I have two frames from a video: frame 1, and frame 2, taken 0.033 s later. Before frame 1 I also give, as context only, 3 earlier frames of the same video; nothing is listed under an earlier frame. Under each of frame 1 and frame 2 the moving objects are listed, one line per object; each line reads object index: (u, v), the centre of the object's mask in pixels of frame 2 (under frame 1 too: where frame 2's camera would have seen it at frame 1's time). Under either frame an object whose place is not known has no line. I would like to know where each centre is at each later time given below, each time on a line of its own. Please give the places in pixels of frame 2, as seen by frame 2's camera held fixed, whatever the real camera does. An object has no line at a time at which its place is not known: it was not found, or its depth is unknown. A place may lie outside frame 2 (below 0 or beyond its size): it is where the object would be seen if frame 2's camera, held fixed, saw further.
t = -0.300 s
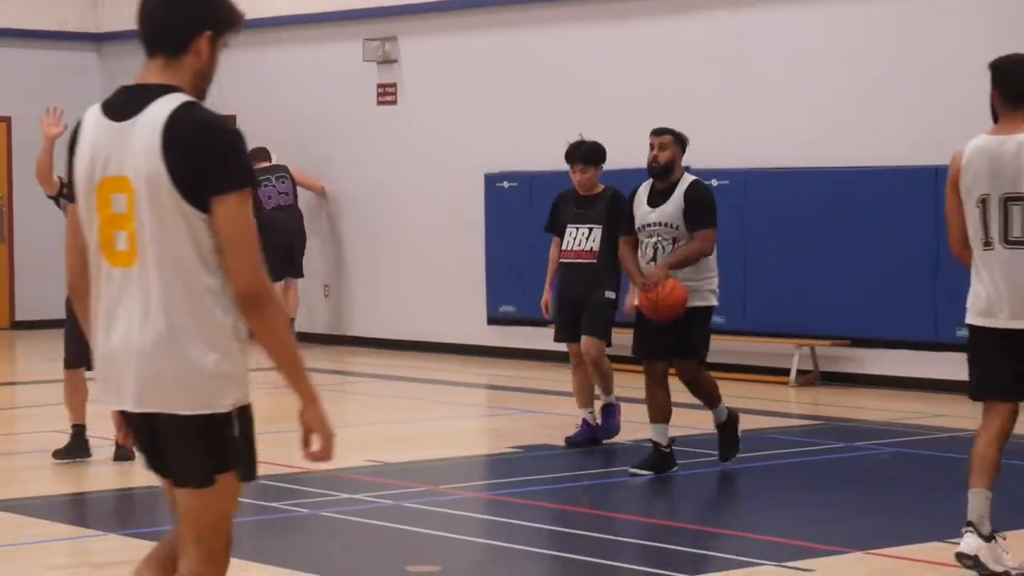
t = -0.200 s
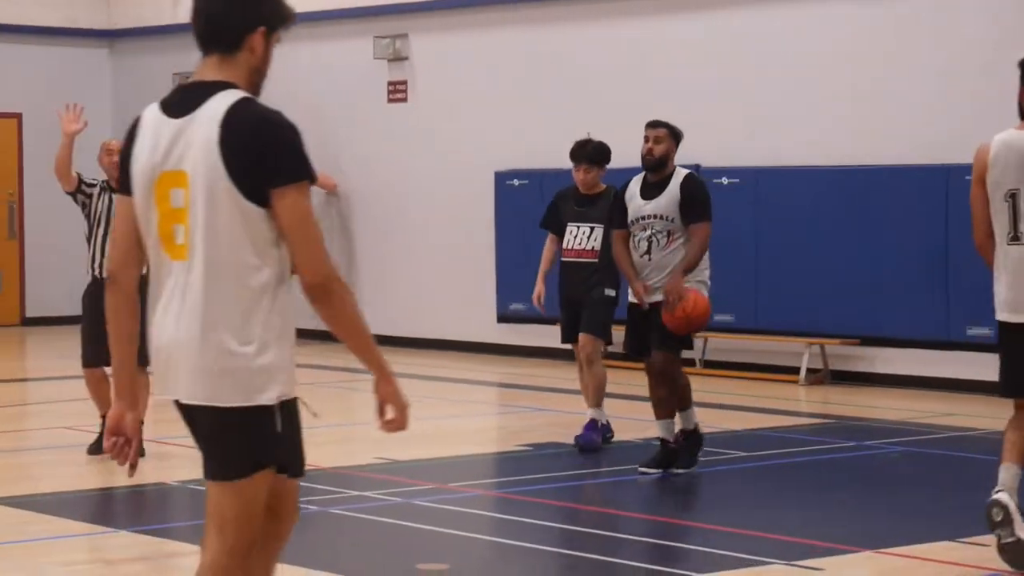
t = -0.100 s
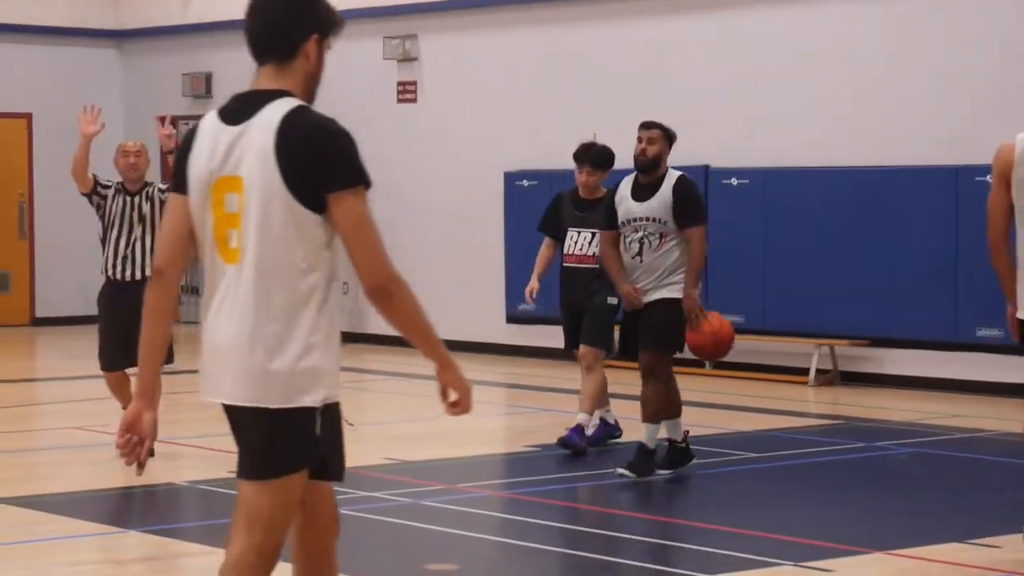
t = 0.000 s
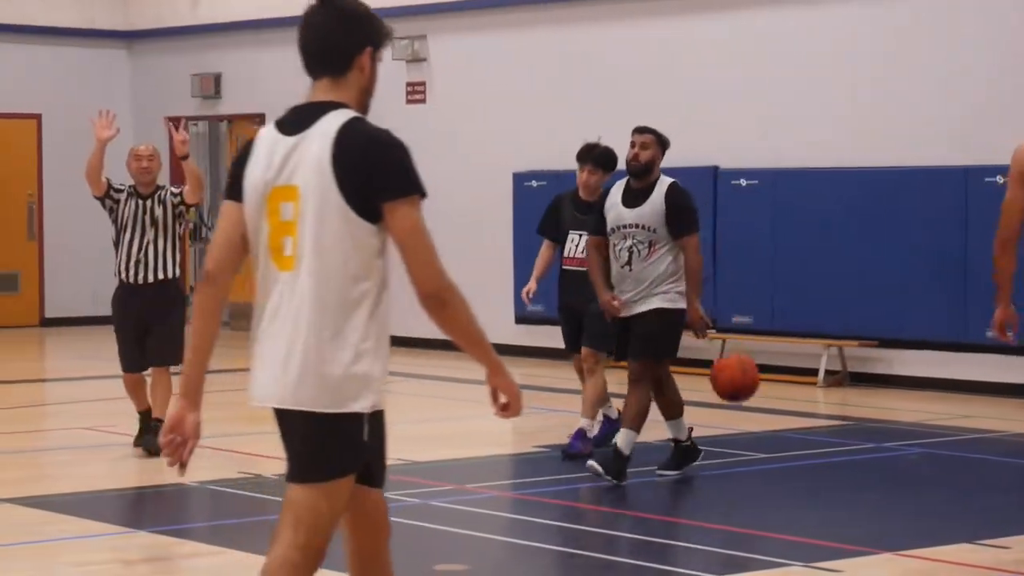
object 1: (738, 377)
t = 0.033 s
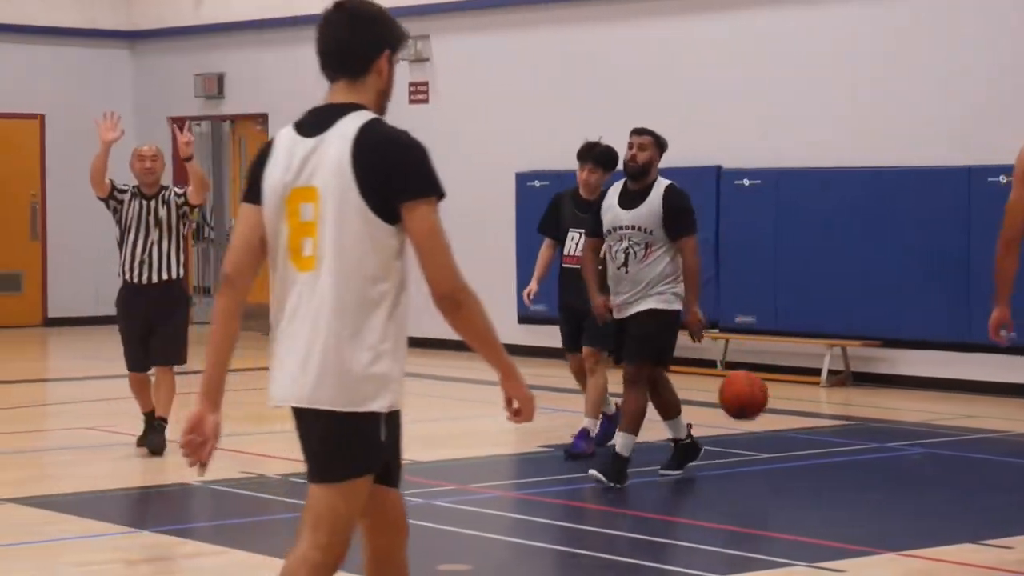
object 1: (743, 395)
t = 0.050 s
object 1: (746, 405)
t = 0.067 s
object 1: (748, 416)
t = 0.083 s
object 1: (751, 427)
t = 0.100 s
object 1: (753, 438)
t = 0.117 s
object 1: (757, 450)
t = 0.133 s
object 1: (758, 461)
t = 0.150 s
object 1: (761, 453)
